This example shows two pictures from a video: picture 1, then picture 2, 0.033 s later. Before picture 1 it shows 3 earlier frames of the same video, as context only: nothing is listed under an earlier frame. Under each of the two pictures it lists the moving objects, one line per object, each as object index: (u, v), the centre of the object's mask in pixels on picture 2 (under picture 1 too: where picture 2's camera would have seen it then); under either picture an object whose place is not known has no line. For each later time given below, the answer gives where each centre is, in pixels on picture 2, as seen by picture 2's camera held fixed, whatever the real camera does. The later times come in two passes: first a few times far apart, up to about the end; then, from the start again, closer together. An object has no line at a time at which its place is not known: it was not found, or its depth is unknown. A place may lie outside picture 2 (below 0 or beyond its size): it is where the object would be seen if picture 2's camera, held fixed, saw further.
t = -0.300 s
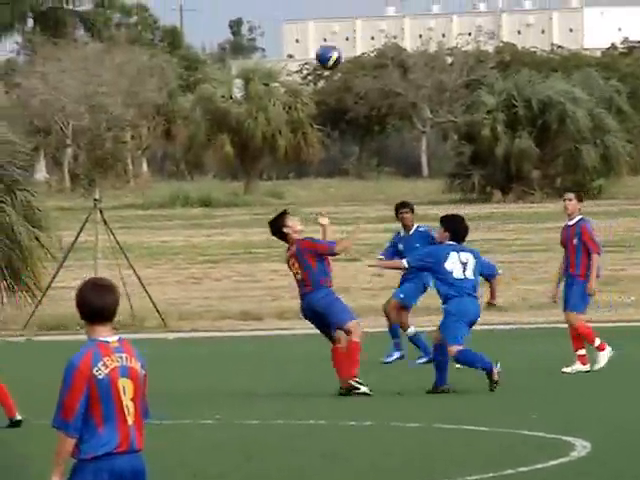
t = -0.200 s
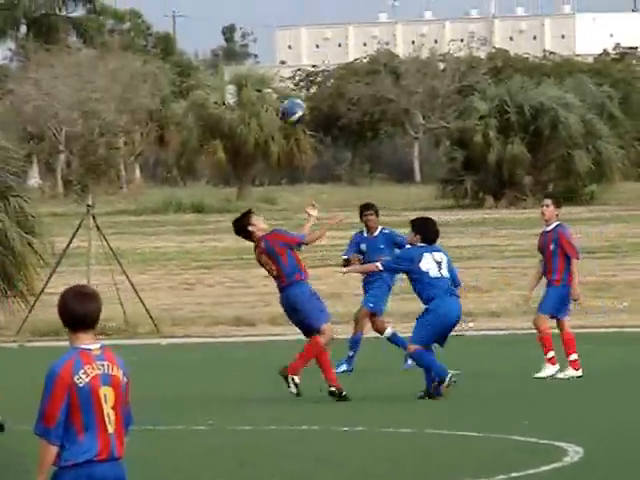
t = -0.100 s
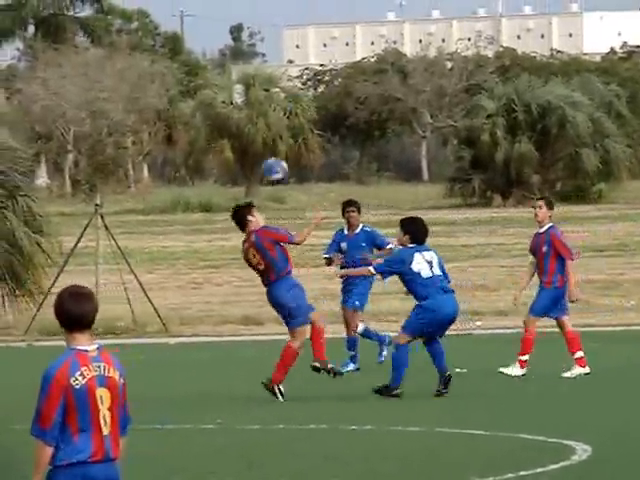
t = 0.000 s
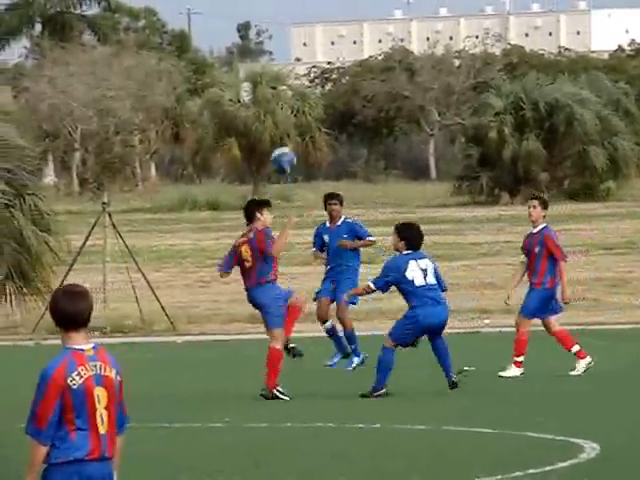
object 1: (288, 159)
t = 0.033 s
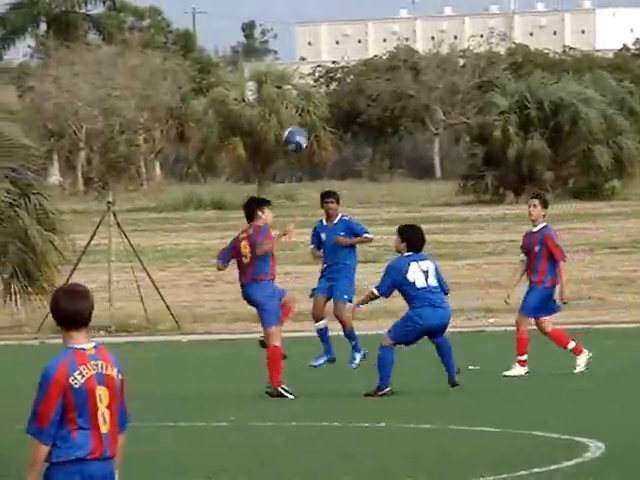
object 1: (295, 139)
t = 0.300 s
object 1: (349, 26)
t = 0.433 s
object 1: (376, 8)
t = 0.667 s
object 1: (424, 10)
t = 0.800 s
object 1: (450, 40)
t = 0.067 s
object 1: (303, 121)
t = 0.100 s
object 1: (308, 102)
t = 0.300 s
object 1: (349, 26)
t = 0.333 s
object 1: (356, 20)
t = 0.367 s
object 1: (362, 14)
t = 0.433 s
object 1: (376, 8)
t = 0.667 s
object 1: (424, 10)
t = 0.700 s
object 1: (430, 13)
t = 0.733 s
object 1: (436, 21)
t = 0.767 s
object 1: (443, 30)
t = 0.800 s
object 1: (450, 40)
